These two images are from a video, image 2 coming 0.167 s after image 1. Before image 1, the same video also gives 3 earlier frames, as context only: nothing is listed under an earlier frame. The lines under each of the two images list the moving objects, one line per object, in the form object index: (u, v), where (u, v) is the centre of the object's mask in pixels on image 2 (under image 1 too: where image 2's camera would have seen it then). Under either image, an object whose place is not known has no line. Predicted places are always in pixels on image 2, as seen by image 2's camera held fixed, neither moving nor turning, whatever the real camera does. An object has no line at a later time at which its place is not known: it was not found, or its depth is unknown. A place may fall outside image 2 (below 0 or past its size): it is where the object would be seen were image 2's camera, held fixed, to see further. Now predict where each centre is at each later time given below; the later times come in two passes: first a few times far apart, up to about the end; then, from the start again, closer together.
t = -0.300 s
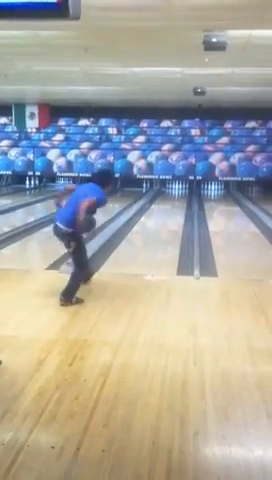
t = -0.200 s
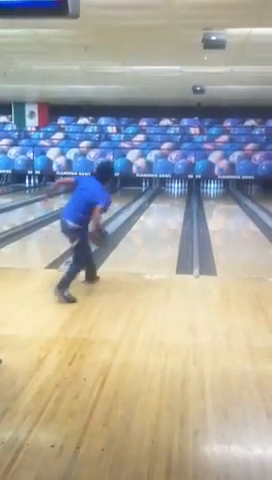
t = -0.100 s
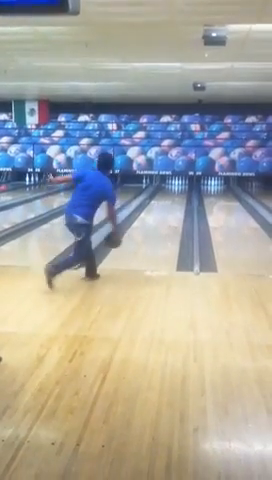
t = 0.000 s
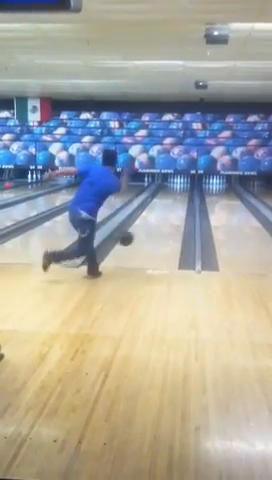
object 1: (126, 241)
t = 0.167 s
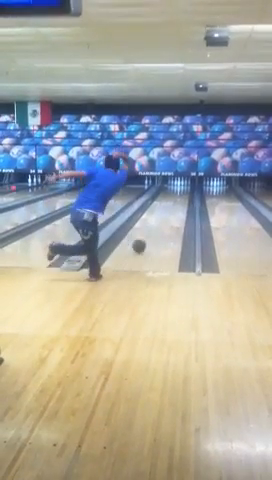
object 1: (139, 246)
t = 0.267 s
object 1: (145, 239)
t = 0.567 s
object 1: (160, 224)
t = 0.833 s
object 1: (169, 214)
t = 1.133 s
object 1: (176, 205)
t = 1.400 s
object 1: (180, 200)
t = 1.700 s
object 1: (184, 196)
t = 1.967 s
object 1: (186, 192)
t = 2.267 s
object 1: (186, 190)
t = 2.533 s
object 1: (184, 187)
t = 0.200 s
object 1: (141, 242)
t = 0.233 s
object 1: (143, 240)
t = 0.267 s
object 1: (145, 239)
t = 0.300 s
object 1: (147, 238)
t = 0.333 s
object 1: (149, 236)
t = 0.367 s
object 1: (151, 234)
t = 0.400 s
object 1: (153, 232)
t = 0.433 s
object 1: (154, 231)
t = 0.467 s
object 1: (156, 229)
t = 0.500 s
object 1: (157, 227)
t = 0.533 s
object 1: (158, 226)
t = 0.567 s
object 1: (160, 224)
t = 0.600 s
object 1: (162, 223)
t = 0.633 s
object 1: (163, 222)
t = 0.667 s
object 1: (163, 220)
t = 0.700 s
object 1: (165, 219)
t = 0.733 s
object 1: (166, 218)
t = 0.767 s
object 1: (167, 216)
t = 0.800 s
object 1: (168, 216)
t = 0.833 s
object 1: (169, 214)
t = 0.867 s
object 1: (170, 213)
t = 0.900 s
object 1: (170, 212)
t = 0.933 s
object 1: (172, 211)
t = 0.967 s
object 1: (173, 210)
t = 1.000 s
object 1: (174, 210)
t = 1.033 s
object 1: (174, 208)
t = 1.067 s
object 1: (174, 207)
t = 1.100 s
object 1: (175, 206)
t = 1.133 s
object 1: (176, 205)
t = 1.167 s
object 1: (177, 205)
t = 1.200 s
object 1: (177, 204)
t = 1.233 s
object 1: (178, 203)
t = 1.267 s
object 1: (178, 203)
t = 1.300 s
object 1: (179, 202)
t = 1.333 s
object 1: (180, 202)
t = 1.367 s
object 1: (180, 201)
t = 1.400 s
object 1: (180, 200)
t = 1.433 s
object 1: (181, 200)
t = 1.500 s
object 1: (182, 199)
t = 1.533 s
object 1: (182, 198)
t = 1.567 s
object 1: (183, 197)
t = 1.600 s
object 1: (183, 197)
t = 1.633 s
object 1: (184, 196)
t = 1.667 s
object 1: (184, 196)
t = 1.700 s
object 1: (184, 196)
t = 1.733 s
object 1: (183, 196)
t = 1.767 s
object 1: (184, 195)
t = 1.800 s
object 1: (185, 195)
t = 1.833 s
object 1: (184, 194)
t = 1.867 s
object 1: (184, 194)
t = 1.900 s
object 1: (185, 193)
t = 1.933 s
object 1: (186, 192)
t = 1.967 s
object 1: (186, 192)
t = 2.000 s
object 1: (186, 192)
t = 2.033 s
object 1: (186, 192)
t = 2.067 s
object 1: (186, 192)
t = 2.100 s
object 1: (187, 192)
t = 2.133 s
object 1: (186, 191)
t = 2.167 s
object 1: (186, 191)
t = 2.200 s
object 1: (186, 190)
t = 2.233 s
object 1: (186, 191)
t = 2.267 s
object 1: (186, 190)
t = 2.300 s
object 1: (186, 189)
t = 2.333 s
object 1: (186, 189)
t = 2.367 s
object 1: (186, 188)
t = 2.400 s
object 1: (186, 189)
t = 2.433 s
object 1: (186, 189)
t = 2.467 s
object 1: (185, 188)
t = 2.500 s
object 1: (185, 188)
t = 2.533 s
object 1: (184, 187)
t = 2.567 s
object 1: (183, 186)
